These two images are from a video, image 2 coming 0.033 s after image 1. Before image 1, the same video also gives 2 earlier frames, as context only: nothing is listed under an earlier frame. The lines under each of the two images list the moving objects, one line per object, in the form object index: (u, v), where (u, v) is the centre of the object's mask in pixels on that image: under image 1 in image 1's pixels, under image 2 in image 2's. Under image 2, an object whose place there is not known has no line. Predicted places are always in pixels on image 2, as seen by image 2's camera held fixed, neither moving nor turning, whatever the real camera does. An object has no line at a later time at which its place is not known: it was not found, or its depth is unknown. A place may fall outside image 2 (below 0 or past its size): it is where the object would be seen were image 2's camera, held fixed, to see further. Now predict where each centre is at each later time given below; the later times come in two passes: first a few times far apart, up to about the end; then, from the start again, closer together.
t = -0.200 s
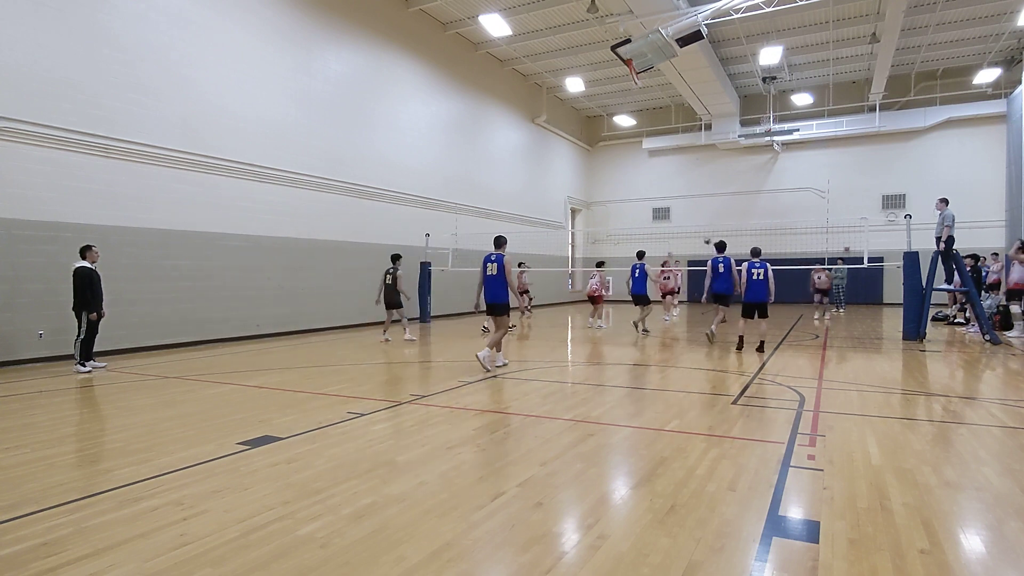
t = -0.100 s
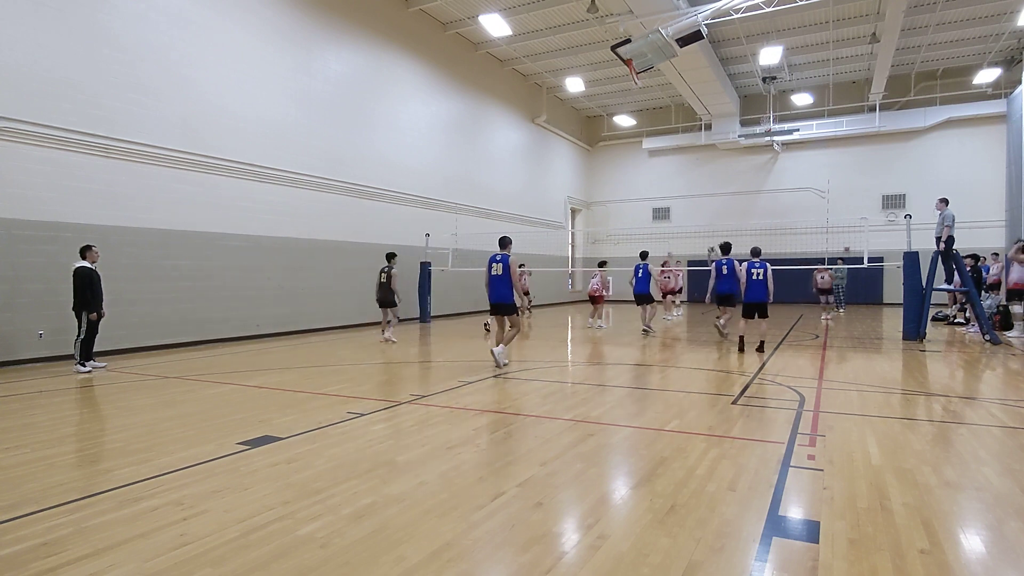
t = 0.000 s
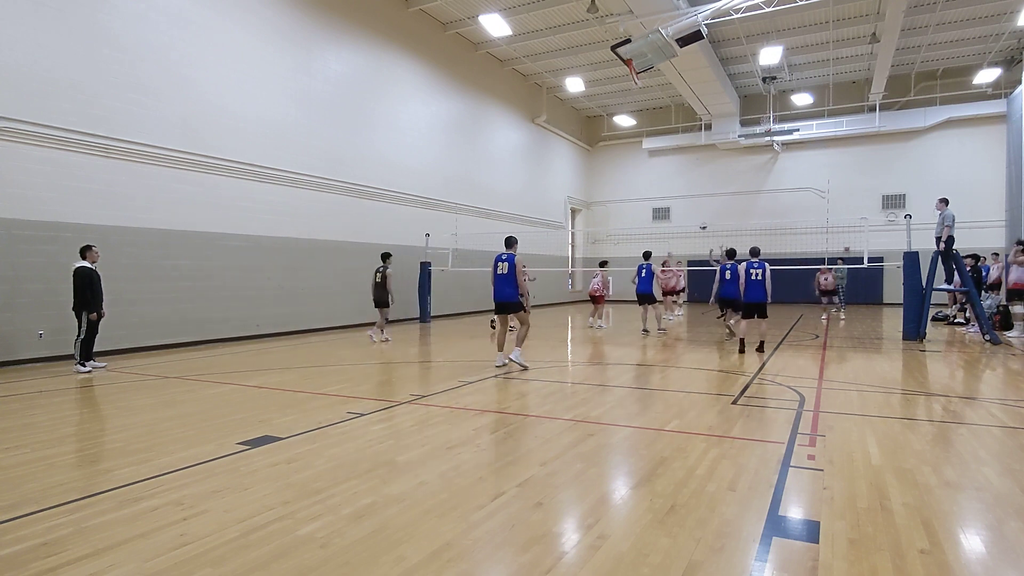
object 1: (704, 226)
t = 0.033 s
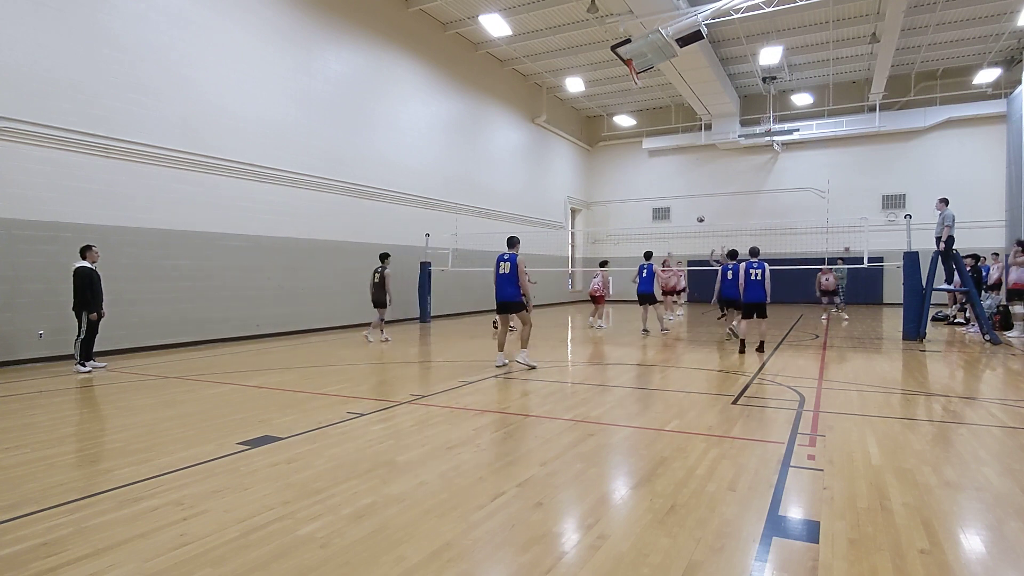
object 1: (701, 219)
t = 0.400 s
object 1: (672, 168)
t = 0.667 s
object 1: (650, 163)
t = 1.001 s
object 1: (622, 193)
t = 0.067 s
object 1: (698, 212)
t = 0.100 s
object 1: (695, 206)
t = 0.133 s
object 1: (693, 201)
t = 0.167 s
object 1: (691, 195)
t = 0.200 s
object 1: (688, 190)
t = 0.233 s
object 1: (685, 185)
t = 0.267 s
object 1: (682, 181)
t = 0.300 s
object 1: (680, 177)
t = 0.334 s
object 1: (677, 174)
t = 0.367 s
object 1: (674, 171)
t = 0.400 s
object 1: (672, 168)
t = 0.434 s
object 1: (669, 166)
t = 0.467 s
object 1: (666, 164)
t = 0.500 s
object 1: (663, 163)
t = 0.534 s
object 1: (661, 162)
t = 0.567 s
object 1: (658, 162)
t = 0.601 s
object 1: (655, 162)
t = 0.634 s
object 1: (652, 162)
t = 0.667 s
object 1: (650, 163)
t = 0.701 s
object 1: (647, 164)
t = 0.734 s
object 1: (644, 165)
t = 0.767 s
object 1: (642, 167)
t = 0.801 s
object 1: (639, 169)
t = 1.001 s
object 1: (622, 193)
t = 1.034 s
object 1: (620, 198)
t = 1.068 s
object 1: (617, 204)
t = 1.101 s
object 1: (614, 211)
